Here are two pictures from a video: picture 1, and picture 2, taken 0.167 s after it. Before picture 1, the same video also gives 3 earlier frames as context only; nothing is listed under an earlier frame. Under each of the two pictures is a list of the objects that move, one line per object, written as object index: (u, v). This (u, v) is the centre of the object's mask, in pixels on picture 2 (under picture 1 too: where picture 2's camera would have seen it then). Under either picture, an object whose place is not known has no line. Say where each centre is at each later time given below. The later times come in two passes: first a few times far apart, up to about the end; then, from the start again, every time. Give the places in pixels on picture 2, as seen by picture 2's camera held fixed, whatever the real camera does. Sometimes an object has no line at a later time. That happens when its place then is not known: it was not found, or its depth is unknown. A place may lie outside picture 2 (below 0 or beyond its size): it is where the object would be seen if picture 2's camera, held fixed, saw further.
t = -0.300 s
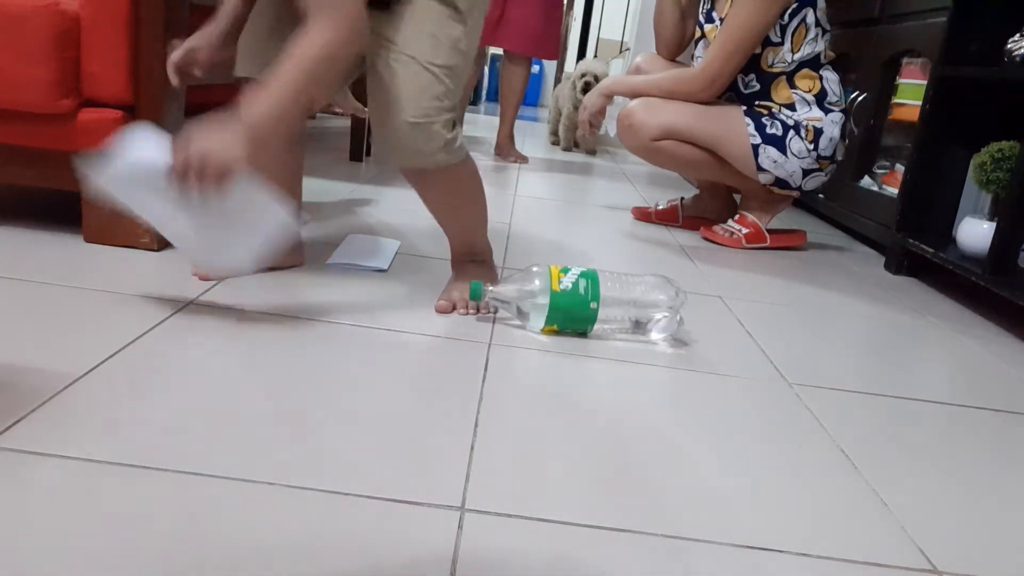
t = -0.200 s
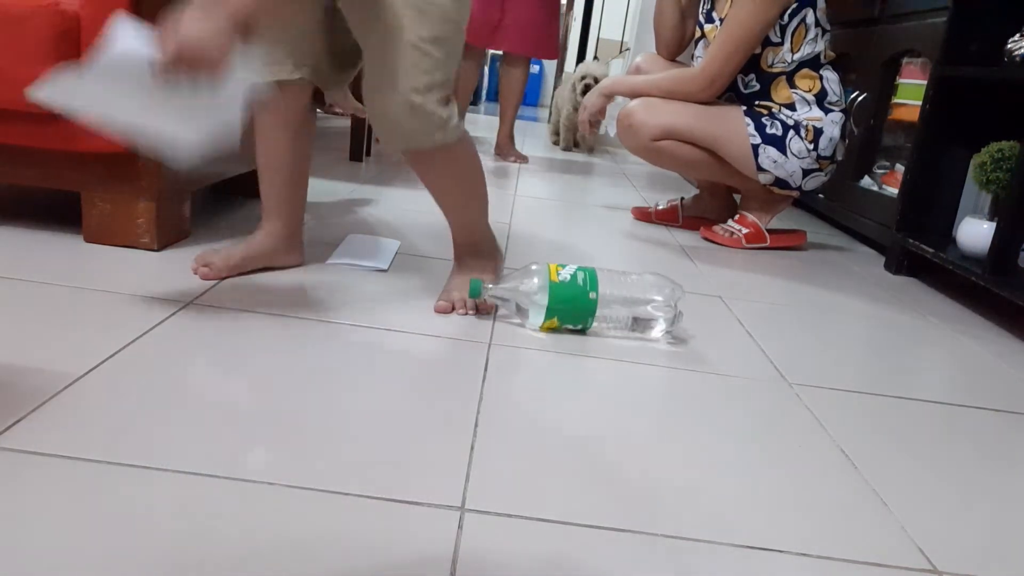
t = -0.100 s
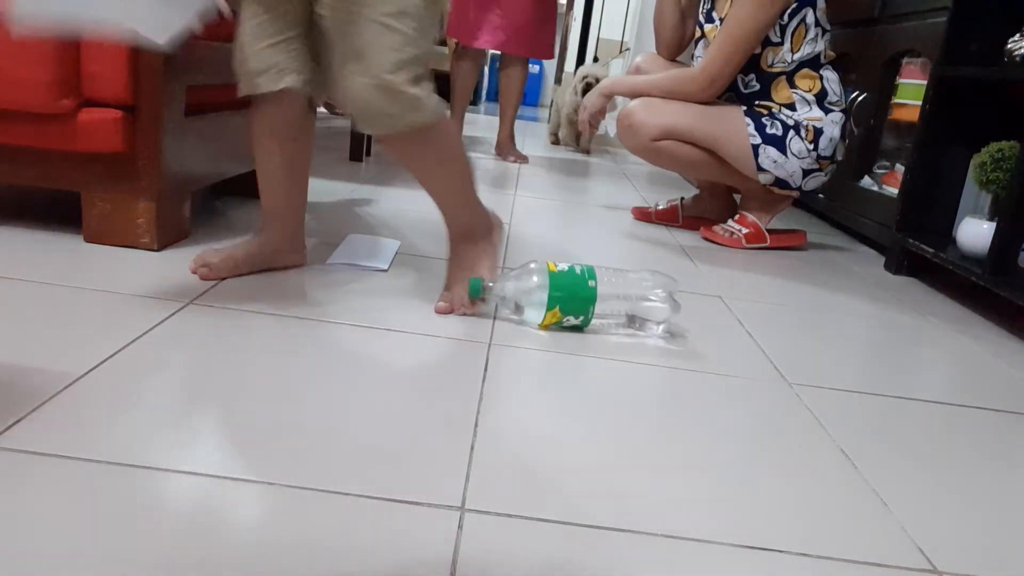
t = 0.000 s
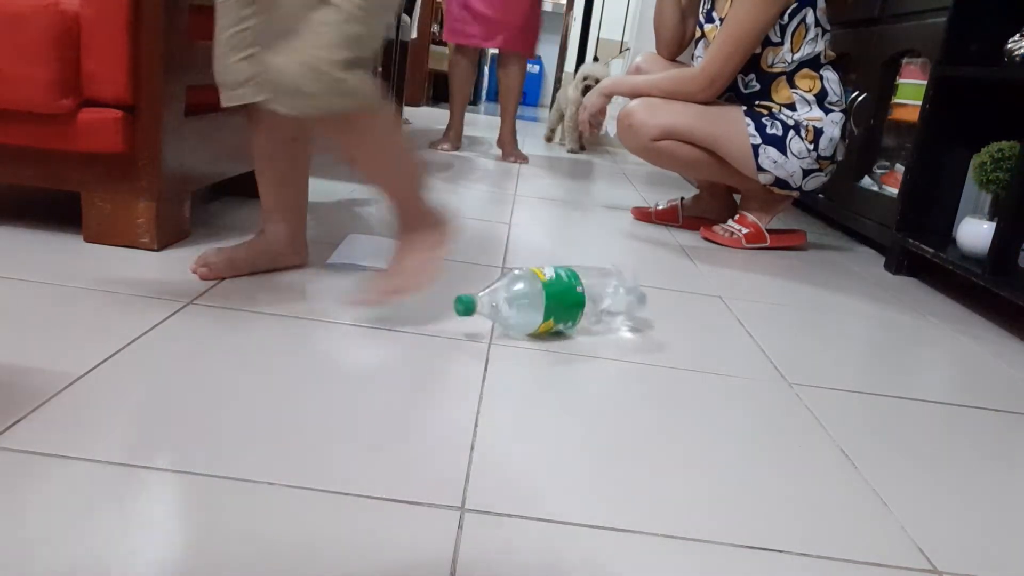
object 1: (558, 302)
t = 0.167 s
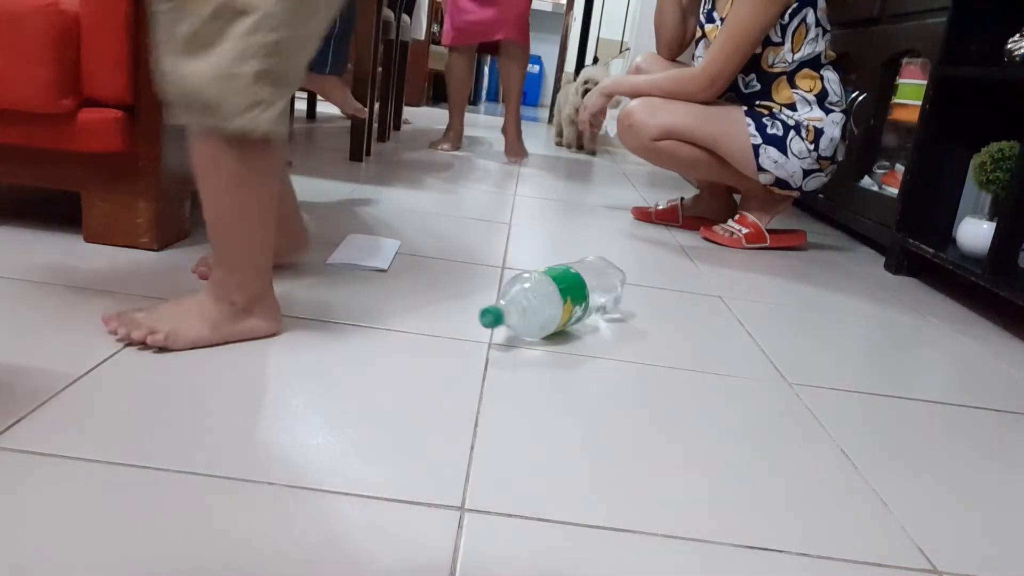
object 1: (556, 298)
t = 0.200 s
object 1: (556, 298)
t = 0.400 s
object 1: (540, 295)
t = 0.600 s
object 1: (530, 292)
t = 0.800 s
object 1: (517, 288)
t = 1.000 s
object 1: (501, 284)
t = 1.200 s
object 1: (486, 280)
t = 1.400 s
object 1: (474, 277)
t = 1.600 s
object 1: (462, 274)
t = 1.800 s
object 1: (452, 271)
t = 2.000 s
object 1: (446, 269)
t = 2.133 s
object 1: (445, 269)
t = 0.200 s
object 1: (556, 298)
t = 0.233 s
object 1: (554, 298)
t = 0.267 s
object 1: (551, 297)
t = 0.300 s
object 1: (547, 297)
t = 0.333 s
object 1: (544, 296)
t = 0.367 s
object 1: (542, 295)
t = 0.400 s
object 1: (540, 295)
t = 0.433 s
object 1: (539, 295)
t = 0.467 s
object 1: (538, 294)
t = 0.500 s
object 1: (536, 294)
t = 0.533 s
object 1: (535, 293)
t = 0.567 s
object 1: (533, 293)
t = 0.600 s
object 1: (530, 292)
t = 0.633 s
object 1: (527, 291)
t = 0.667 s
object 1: (524, 291)
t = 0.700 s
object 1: (522, 290)
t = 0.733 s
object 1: (521, 290)
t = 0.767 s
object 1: (519, 289)
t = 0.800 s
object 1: (517, 288)
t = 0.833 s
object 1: (514, 288)
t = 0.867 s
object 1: (512, 287)
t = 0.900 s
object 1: (509, 286)
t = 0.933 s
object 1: (506, 286)
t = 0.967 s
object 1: (503, 285)
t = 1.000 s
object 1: (501, 284)
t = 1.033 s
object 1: (499, 284)
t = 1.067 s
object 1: (497, 284)
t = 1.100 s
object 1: (495, 283)
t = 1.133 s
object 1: (492, 282)
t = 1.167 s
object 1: (489, 281)
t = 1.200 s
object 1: (486, 280)
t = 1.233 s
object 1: (484, 280)
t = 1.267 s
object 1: (482, 279)
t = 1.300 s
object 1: (480, 278)
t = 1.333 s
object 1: (478, 278)
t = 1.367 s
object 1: (476, 277)
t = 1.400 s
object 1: (474, 277)
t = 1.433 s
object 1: (471, 276)
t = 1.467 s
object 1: (469, 275)
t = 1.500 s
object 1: (467, 275)
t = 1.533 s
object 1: (466, 275)
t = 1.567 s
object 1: (464, 274)
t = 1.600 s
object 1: (462, 274)
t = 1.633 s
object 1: (460, 273)
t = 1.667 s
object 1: (458, 273)
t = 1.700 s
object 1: (456, 272)
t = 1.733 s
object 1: (455, 272)
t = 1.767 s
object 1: (453, 271)
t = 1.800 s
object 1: (452, 271)
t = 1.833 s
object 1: (451, 270)
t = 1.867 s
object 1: (450, 270)
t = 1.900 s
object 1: (449, 270)
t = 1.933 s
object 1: (448, 270)
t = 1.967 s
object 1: (447, 269)
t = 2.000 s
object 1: (446, 269)
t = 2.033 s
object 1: (446, 269)
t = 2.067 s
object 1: (446, 269)
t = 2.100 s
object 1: (445, 269)
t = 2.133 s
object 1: (445, 269)
